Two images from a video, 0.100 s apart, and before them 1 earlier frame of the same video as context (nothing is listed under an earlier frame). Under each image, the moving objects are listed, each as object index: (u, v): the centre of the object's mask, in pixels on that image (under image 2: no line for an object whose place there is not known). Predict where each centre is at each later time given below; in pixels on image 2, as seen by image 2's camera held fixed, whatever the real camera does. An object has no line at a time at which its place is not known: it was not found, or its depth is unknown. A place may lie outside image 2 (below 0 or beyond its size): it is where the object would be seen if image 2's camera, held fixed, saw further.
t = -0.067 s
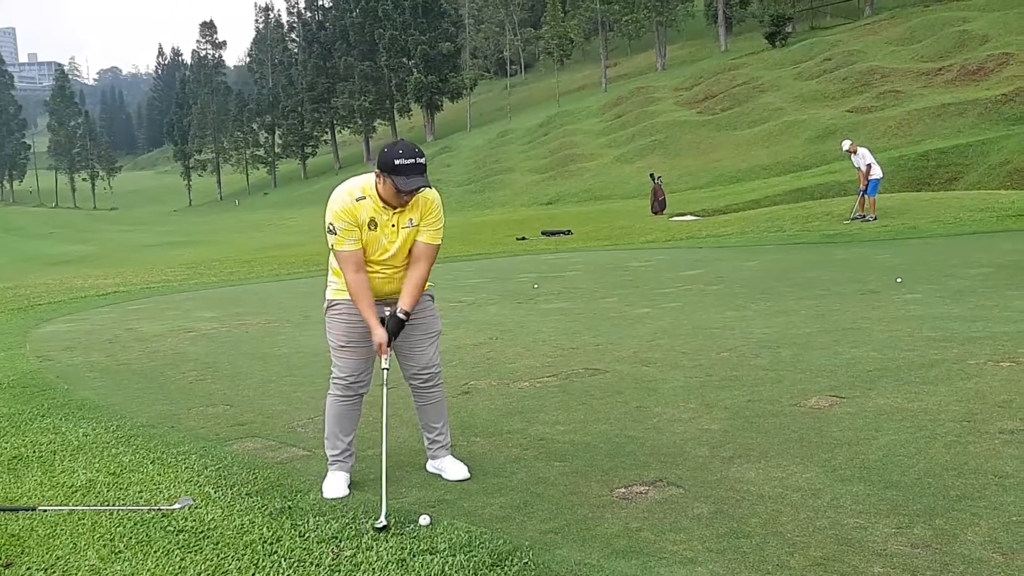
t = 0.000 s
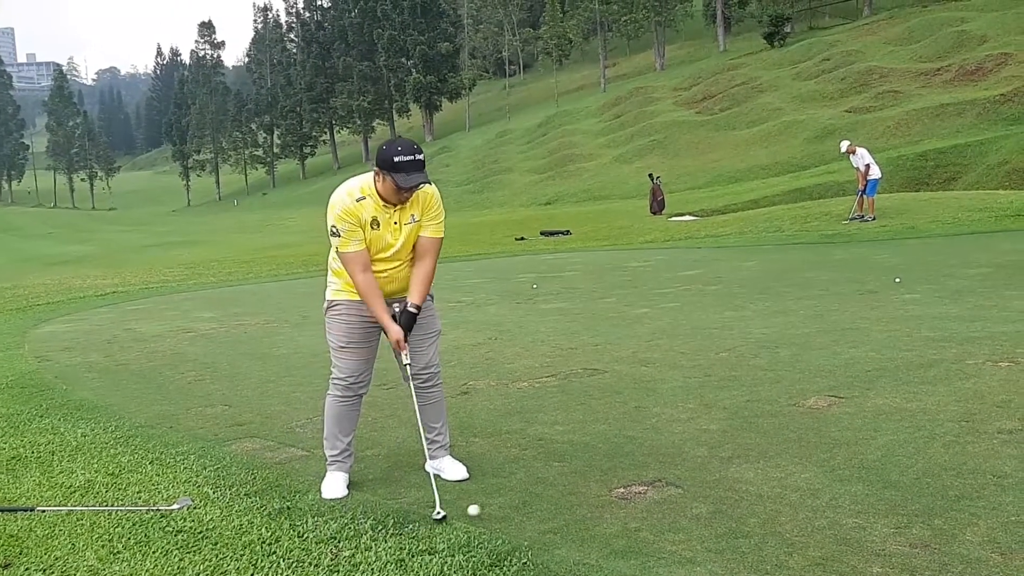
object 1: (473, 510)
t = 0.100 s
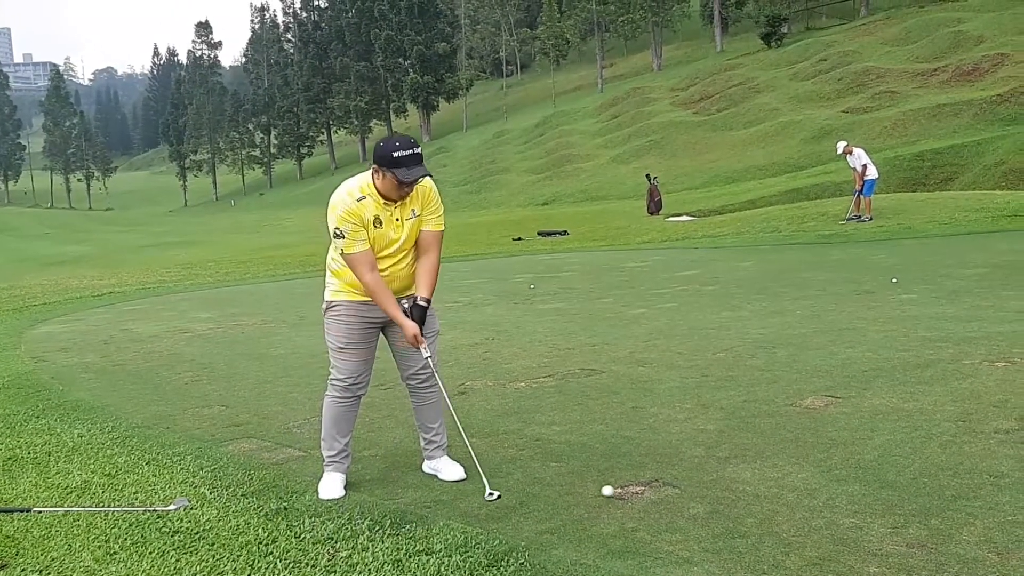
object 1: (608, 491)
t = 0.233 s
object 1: (751, 464)
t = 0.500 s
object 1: (954, 425)
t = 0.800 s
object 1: (1121, 393)
